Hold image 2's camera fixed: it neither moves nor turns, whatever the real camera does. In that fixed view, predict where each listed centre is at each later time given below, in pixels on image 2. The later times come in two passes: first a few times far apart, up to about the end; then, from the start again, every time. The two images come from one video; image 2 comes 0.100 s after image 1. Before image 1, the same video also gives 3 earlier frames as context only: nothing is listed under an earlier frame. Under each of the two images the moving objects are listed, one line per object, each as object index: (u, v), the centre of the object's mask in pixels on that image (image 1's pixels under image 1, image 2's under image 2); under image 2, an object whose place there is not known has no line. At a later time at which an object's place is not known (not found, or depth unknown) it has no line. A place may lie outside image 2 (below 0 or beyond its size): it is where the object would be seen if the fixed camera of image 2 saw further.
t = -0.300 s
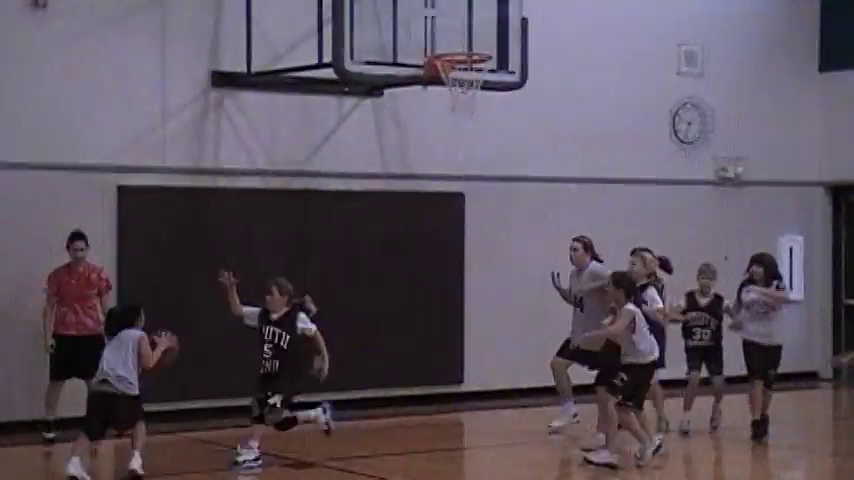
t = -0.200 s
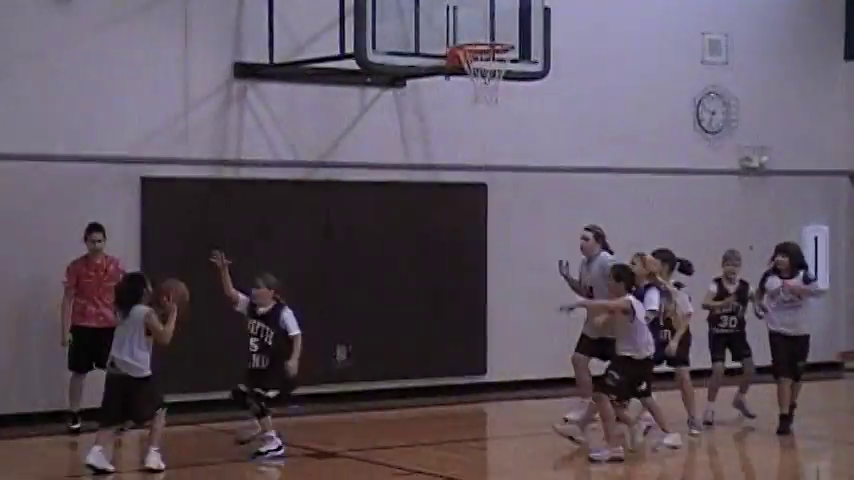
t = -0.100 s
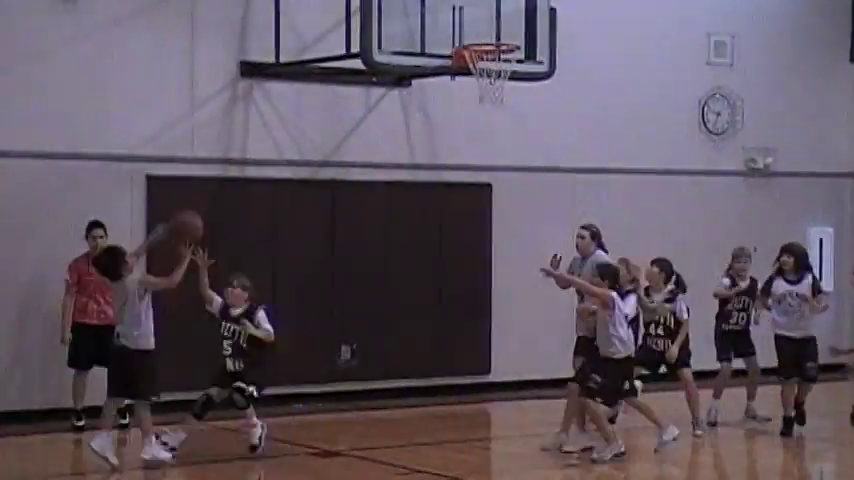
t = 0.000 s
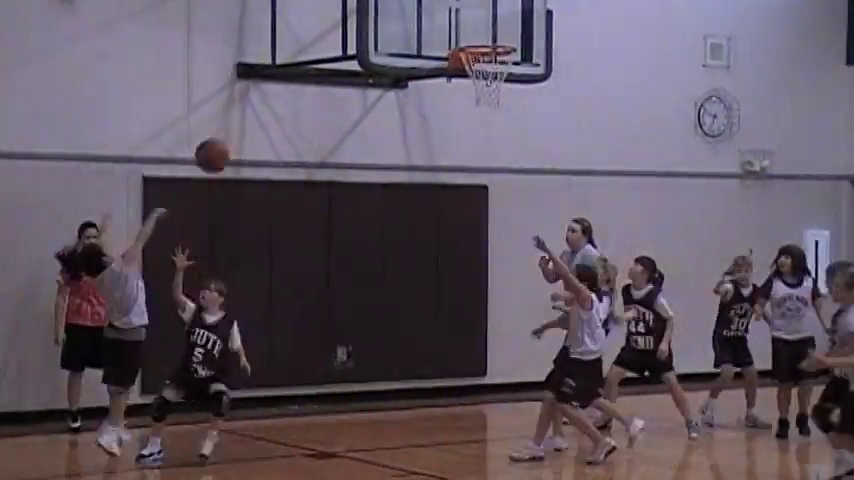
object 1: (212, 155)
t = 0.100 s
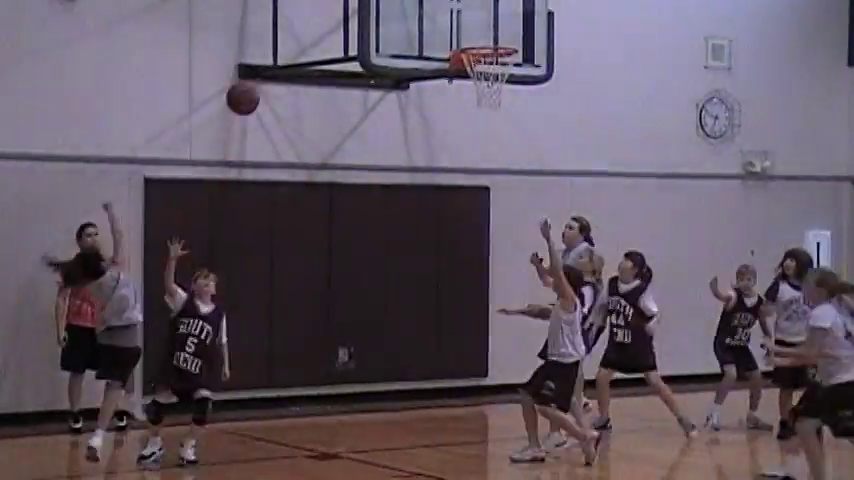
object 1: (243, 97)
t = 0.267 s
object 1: (289, 35)
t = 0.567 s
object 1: (365, 24)
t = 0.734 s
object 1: (404, 66)
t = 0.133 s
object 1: (251, 82)
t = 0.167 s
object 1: (259, 69)
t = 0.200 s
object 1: (270, 57)
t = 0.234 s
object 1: (280, 44)
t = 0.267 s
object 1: (289, 35)
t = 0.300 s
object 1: (297, 28)
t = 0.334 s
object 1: (306, 22)
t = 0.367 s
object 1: (315, 18)
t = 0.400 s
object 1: (323, 15)
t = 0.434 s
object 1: (332, 14)
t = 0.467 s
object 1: (340, 14)
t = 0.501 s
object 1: (349, 16)
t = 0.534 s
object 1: (357, 19)
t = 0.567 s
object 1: (365, 24)
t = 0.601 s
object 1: (374, 31)
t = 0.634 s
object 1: (382, 38)
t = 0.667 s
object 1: (390, 47)
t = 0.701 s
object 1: (397, 58)
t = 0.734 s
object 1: (404, 66)
